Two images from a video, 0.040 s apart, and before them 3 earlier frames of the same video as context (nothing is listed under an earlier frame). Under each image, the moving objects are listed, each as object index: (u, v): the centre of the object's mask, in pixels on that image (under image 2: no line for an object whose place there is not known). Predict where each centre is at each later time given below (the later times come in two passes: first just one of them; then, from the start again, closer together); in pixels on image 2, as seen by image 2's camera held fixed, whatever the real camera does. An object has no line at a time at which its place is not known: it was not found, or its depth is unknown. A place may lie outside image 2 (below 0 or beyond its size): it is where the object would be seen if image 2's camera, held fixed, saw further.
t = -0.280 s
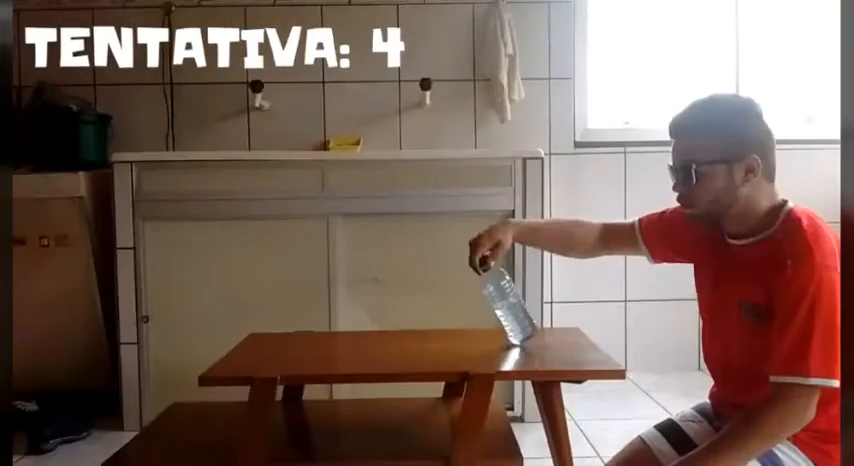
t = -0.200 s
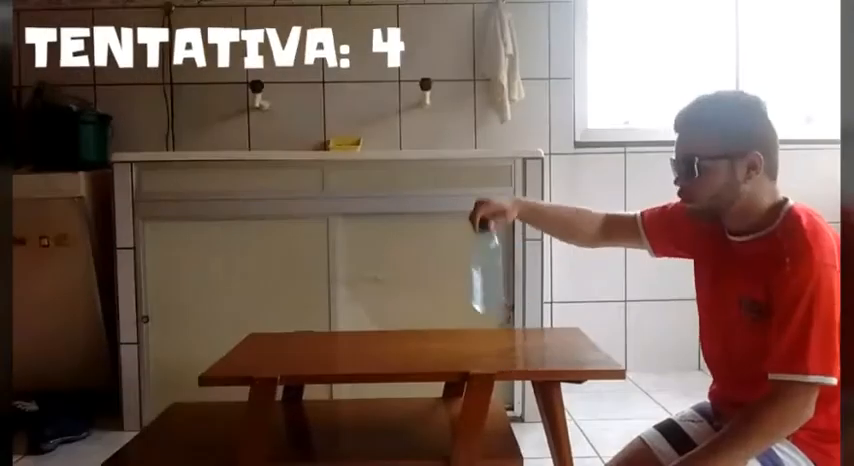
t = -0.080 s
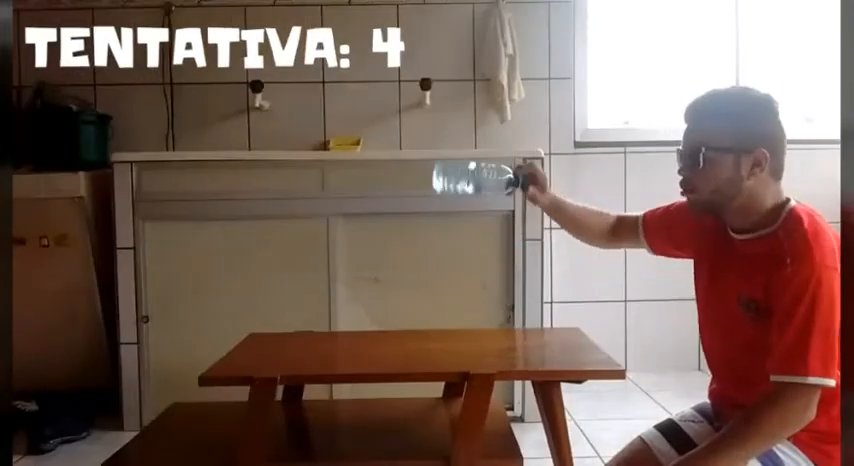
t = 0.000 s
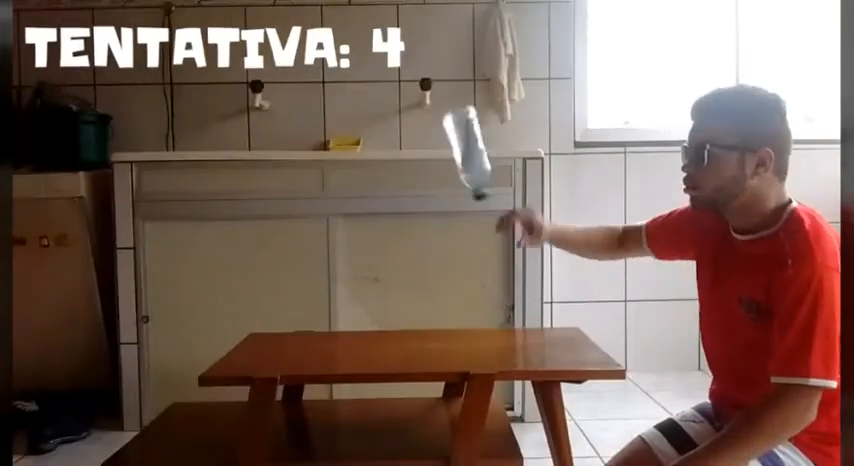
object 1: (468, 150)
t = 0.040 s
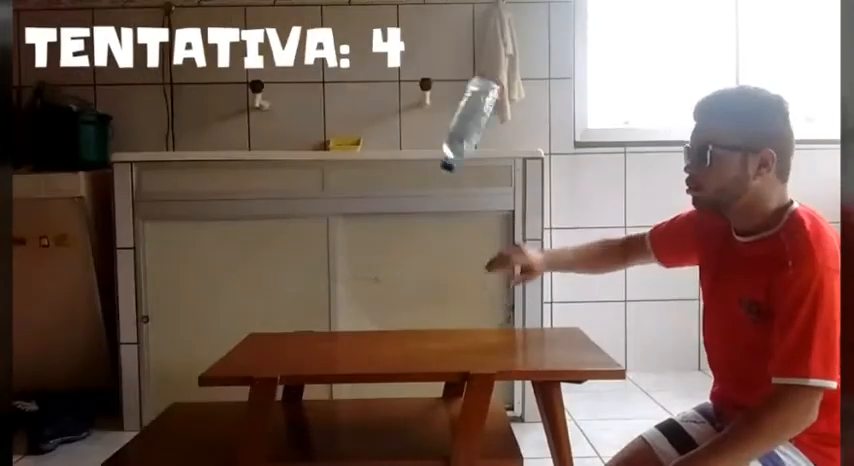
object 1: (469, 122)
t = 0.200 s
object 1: (474, 128)
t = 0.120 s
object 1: (471, 118)
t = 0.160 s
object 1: (471, 121)
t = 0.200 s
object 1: (474, 128)
